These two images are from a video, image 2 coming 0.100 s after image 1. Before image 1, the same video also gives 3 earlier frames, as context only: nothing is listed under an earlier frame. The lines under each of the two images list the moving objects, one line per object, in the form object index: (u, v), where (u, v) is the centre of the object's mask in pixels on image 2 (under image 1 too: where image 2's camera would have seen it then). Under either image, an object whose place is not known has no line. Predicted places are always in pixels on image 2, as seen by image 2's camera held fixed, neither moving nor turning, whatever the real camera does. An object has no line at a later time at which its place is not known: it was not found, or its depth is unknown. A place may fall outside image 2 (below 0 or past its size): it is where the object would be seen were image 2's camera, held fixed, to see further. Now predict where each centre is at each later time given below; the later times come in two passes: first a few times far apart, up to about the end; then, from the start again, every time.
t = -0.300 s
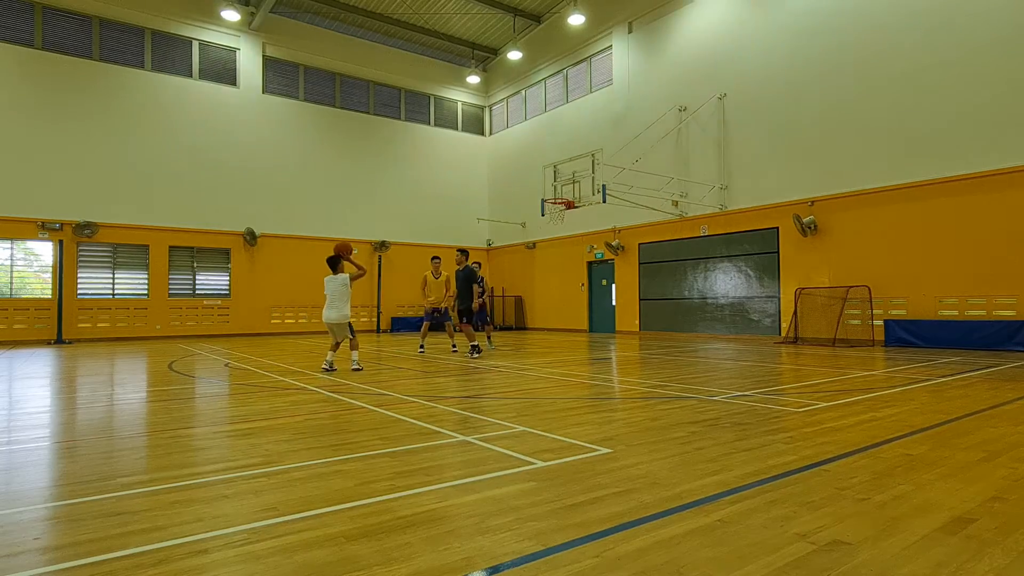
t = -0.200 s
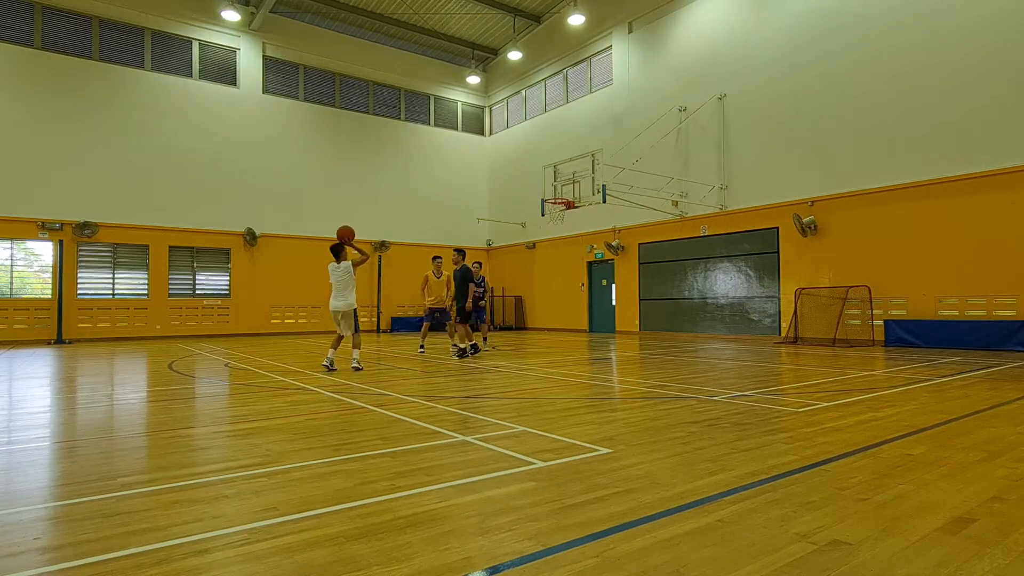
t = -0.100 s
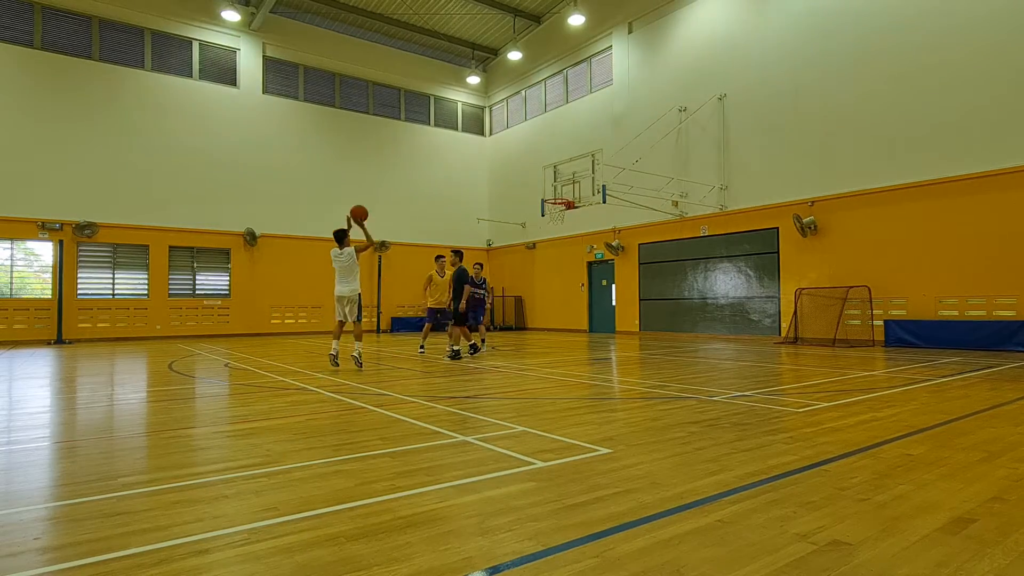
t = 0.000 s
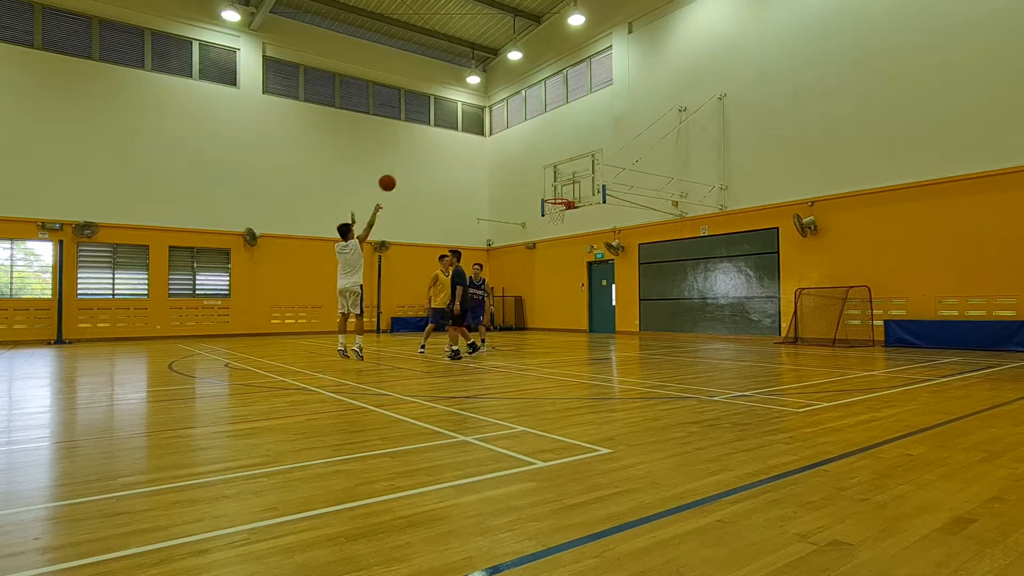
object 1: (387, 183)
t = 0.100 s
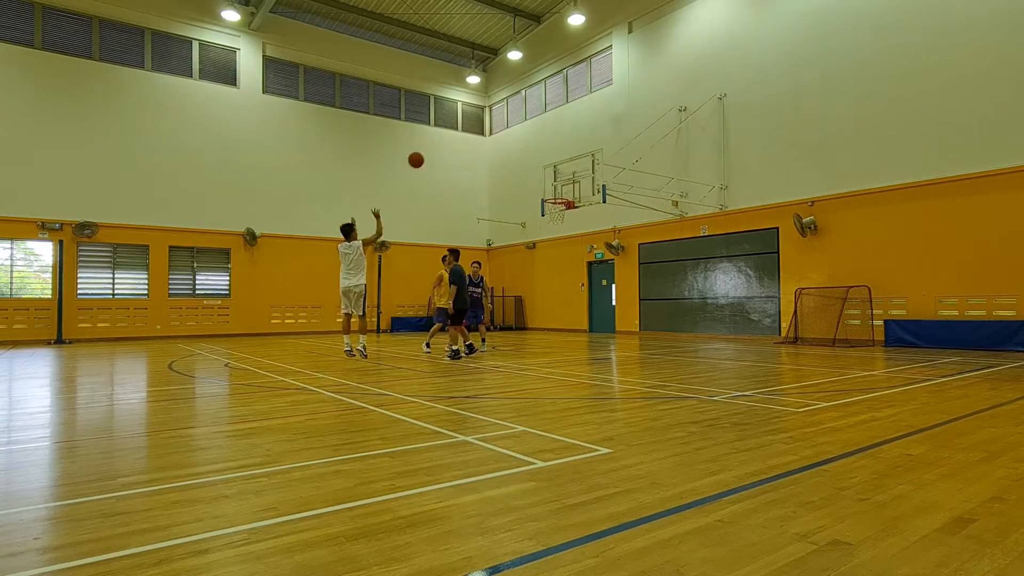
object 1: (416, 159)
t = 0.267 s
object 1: (457, 140)
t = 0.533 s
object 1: (512, 144)
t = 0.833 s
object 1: (560, 188)
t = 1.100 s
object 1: (551, 192)
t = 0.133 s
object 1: (425, 154)
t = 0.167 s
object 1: (433, 149)
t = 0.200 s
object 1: (442, 145)
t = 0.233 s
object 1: (450, 142)
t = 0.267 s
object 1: (457, 140)
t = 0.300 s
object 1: (465, 138)
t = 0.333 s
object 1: (472, 137)
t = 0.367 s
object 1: (479, 137)
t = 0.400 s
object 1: (486, 137)
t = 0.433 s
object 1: (493, 138)
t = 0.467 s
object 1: (499, 140)
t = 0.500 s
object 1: (505, 142)
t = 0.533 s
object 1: (512, 144)
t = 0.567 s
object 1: (518, 147)
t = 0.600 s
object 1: (523, 151)
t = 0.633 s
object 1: (529, 155)
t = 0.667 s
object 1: (535, 159)
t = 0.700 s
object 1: (540, 164)
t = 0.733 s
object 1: (545, 169)
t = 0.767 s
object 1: (551, 175)
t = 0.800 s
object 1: (556, 181)
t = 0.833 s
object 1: (560, 188)
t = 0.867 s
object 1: (566, 194)
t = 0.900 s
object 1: (565, 194)
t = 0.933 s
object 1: (562, 192)
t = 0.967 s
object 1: (560, 191)
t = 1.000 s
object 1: (558, 191)
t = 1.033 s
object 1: (555, 191)
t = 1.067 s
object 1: (553, 191)
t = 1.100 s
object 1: (551, 192)
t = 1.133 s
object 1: (549, 194)
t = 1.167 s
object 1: (547, 194)
